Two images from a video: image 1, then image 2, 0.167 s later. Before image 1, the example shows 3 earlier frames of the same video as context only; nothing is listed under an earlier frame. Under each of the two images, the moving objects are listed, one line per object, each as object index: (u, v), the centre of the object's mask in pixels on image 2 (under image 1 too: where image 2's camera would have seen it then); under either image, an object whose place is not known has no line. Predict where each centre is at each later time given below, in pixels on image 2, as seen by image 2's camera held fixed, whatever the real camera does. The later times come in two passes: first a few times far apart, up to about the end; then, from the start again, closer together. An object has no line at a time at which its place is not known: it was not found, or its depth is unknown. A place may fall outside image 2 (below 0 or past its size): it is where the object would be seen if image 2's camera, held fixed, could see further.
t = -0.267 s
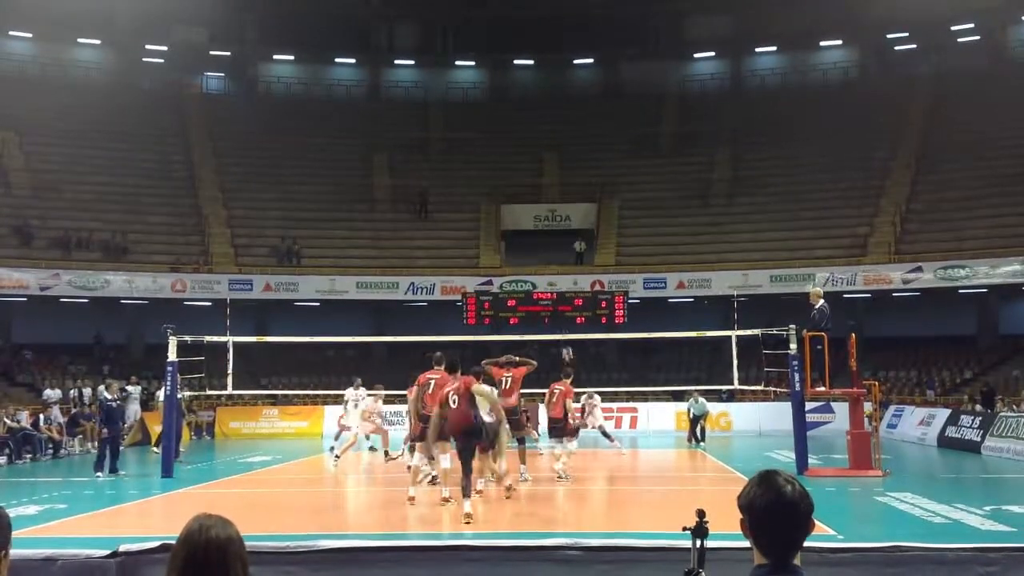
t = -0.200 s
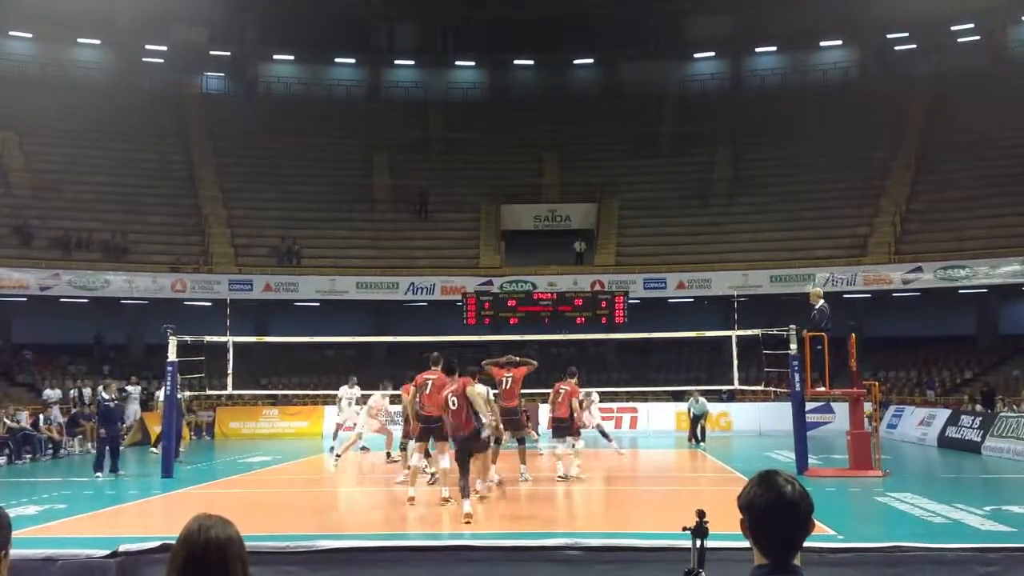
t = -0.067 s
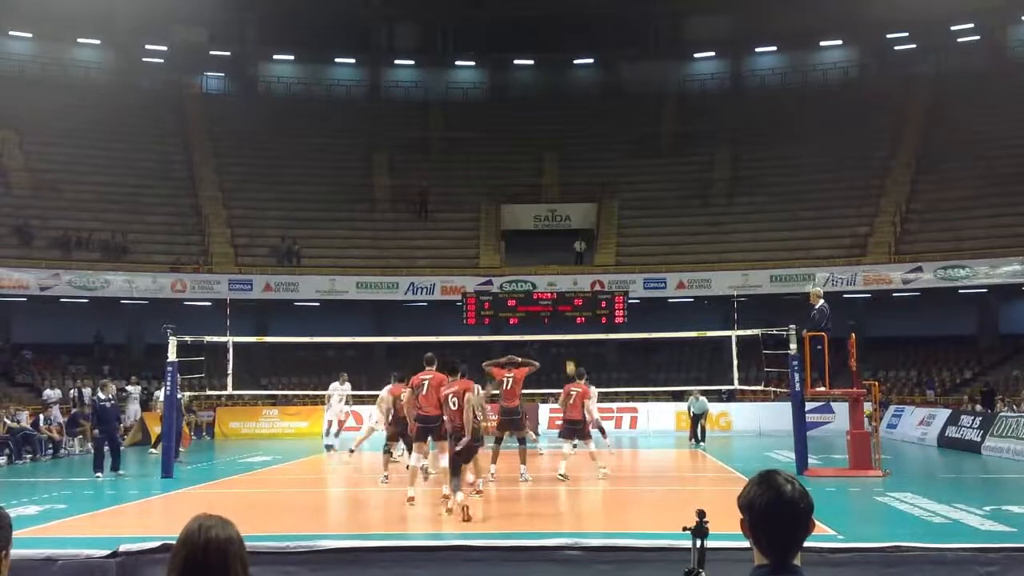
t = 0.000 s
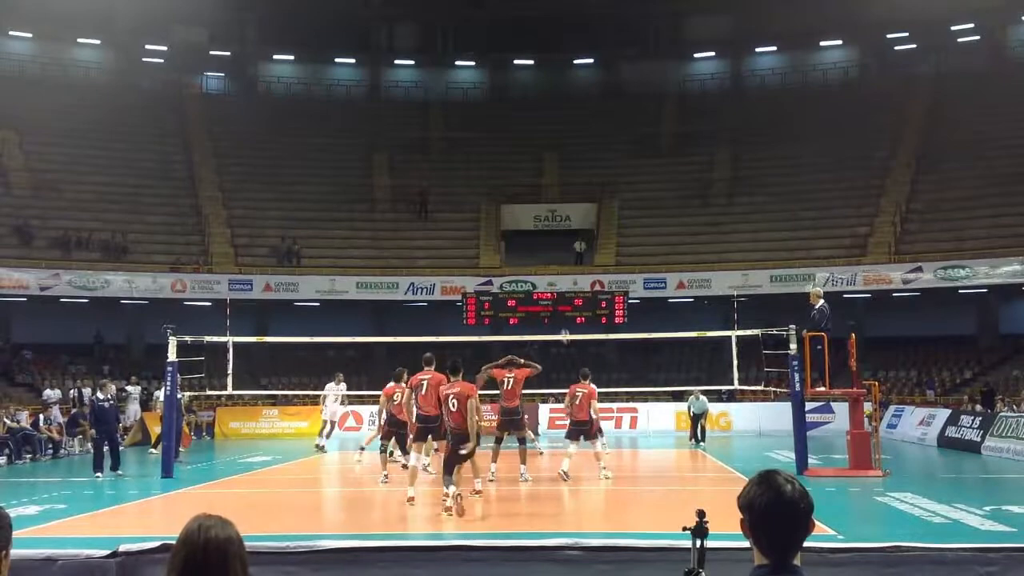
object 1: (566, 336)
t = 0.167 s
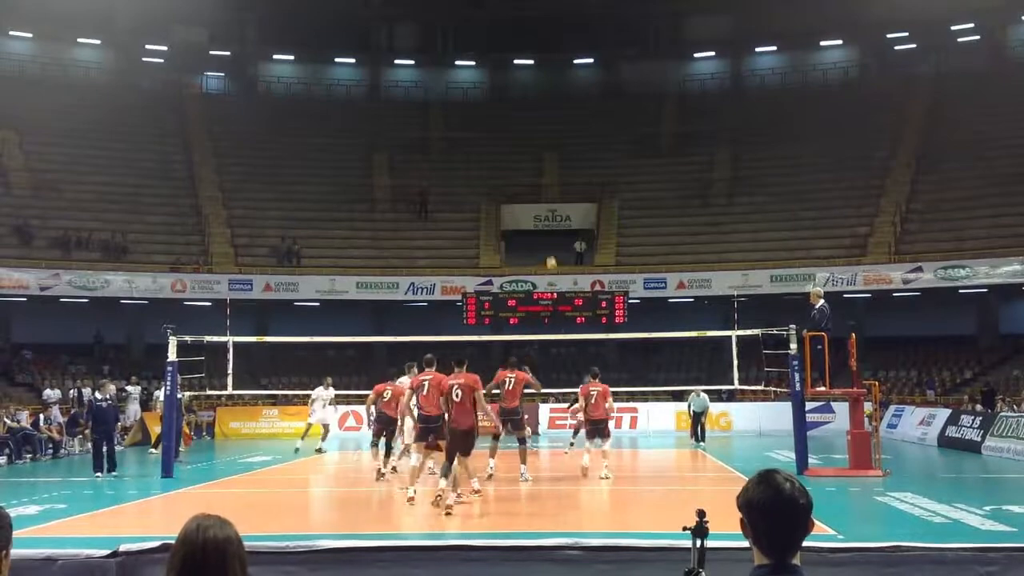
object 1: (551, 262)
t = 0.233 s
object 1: (545, 238)
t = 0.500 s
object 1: (524, 151)
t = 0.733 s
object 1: (506, 102)
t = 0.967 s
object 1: (487, 74)
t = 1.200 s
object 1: (469, 71)
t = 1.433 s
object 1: (449, 95)
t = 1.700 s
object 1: (427, 152)
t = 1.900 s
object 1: (408, 220)
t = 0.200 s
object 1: (548, 250)
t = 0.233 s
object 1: (545, 238)
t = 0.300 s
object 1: (540, 212)
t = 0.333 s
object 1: (537, 201)
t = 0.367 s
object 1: (535, 191)
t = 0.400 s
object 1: (532, 180)
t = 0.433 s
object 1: (530, 171)
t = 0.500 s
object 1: (524, 151)
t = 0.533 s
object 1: (522, 144)
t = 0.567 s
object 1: (519, 135)
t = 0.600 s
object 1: (516, 127)
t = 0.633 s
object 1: (514, 121)
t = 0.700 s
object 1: (508, 106)
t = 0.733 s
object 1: (506, 102)
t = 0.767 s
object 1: (503, 96)
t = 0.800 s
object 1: (500, 91)
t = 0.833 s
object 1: (498, 87)
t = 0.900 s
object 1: (493, 79)
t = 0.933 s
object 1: (490, 76)
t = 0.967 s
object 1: (487, 74)
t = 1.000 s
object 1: (485, 73)
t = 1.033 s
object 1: (482, 71)
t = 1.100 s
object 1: (477, 69)
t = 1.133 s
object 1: (474, 69)
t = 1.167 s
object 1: (472, 70)
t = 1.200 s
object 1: (469, 71)
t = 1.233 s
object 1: (467, 73)
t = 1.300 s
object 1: (461, 79)
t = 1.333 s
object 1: (457, 82)
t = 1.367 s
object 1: (455, 85)
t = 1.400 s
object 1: (452, 90)
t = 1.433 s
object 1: (449, 95)
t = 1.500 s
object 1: (444, 106)
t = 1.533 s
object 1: (441, 113)
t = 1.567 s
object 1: (438, 120)
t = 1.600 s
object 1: (436, 127)
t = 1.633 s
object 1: (433, 136)
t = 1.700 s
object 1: (427, 152)
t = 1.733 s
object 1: (423, 164)
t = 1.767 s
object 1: (421, 174)
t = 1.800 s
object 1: (417, 184)
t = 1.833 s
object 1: (414, 196)
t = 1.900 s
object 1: (408, 220)
